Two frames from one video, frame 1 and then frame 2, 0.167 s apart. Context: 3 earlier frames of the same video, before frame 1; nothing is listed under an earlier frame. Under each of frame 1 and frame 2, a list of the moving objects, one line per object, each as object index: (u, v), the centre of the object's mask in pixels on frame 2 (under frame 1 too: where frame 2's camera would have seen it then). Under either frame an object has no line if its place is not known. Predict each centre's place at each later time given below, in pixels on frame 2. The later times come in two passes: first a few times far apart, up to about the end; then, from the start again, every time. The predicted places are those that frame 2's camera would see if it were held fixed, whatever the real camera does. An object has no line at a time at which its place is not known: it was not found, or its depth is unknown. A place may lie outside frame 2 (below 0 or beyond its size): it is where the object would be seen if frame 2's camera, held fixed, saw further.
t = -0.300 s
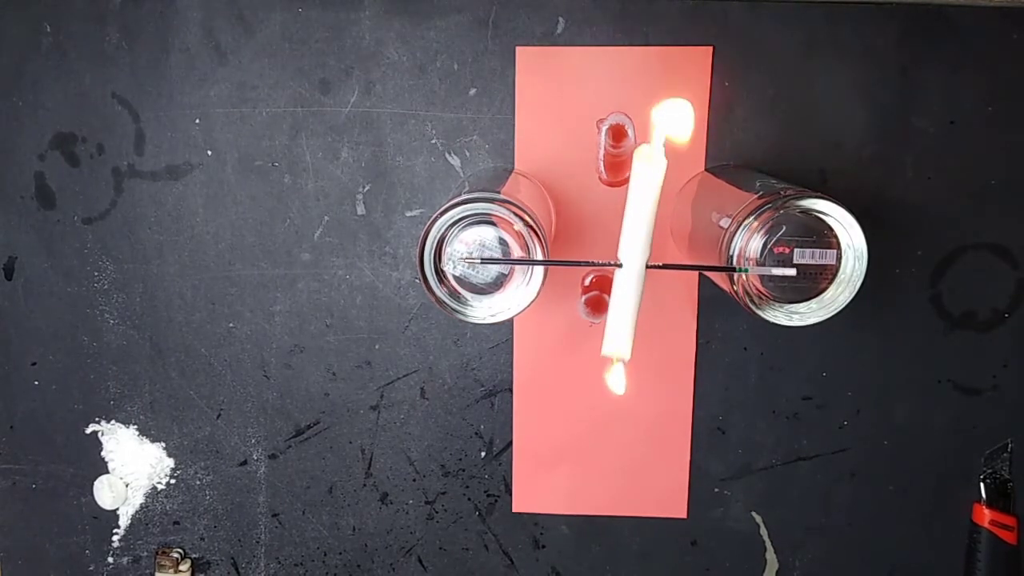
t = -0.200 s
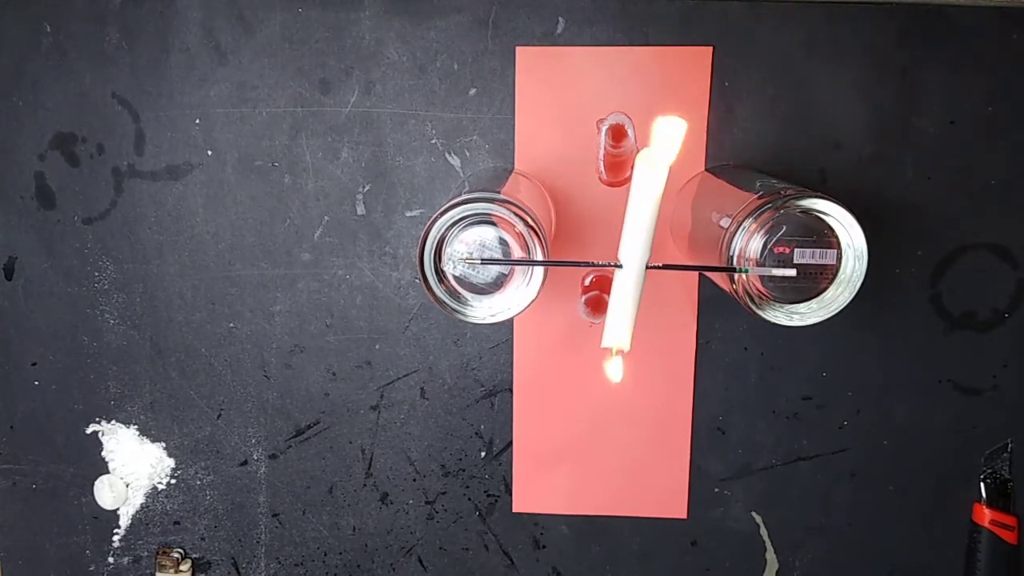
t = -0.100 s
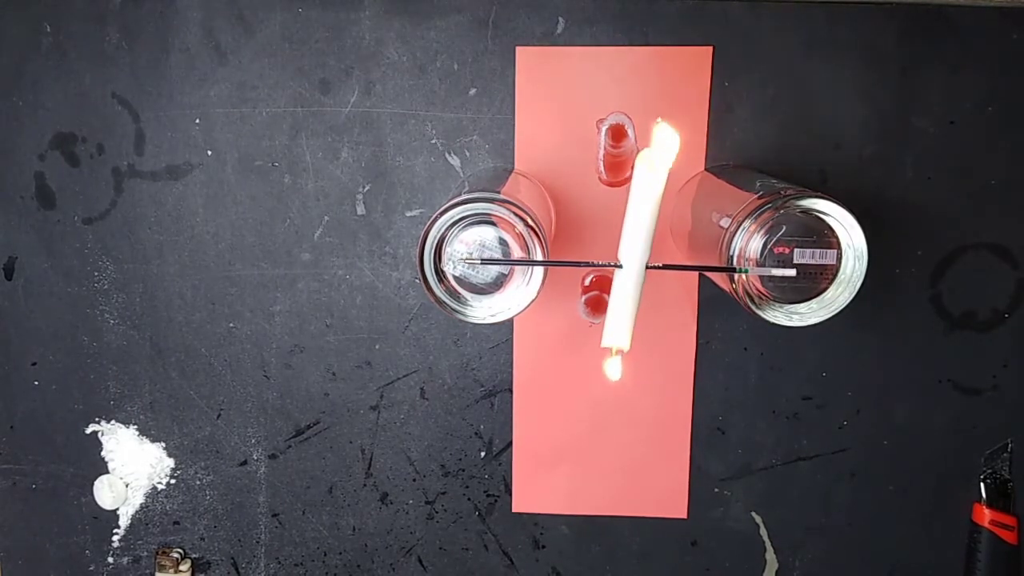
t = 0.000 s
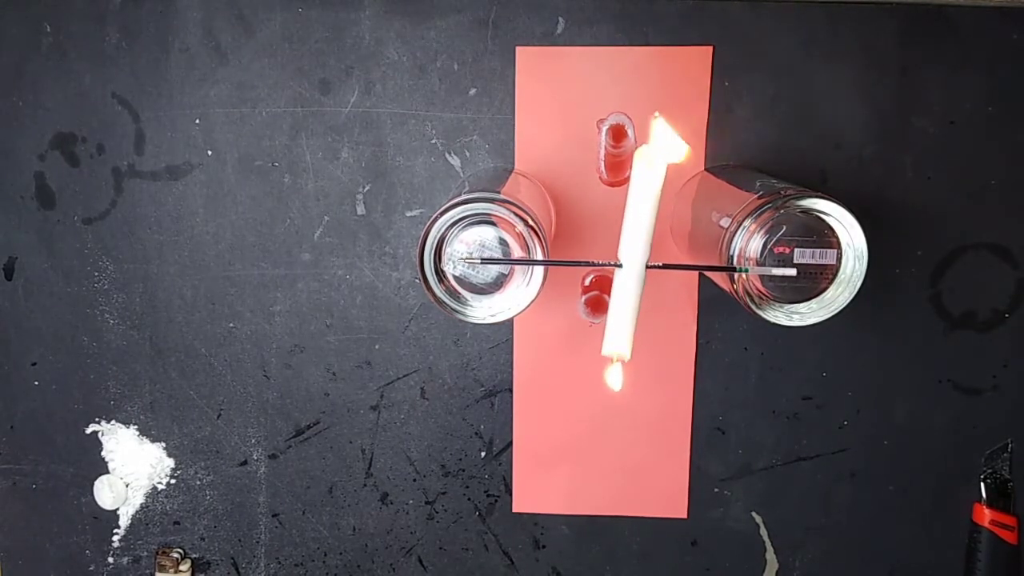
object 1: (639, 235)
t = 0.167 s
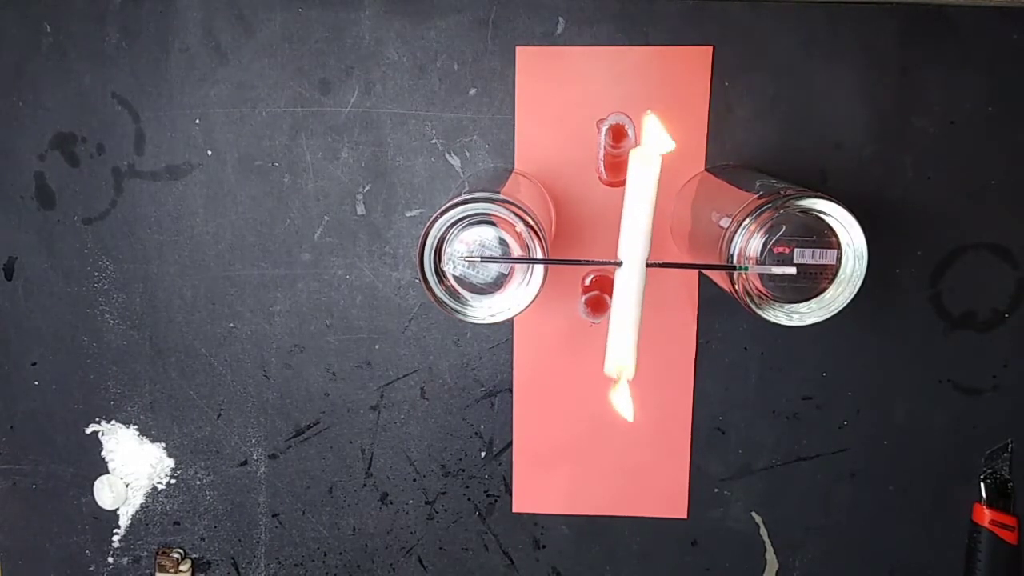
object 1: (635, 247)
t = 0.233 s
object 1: (633, 254)
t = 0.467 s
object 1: (631, 268)
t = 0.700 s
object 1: (634, 250)
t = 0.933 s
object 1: (645, 222)
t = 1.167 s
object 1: (640, 232)
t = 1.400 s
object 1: (634, 251)
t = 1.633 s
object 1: (631, 269)
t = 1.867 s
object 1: (632, 254)
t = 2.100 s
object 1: (639, 229)
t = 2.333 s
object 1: (637, 239)
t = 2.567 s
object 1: (633, 252)
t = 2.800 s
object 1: (631, 267)
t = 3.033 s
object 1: (633, 254)
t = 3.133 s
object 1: (636, 241)
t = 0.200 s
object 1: (634, 251)
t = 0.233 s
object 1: (633, 254)
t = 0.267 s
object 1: (633, 258)
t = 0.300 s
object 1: (632, 261)
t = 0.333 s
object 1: (632, 263)
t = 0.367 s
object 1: (632, 265)
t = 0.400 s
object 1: (631, 267)
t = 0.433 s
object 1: (631, 268)
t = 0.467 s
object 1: (631, 268)
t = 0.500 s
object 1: (631, 267)
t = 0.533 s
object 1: (631, 266)
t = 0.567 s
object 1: (632, 265)
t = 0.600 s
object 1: (632, 263)
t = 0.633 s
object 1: (632, 259)
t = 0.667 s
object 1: (633, 254)
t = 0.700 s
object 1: (634, 250)
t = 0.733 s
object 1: (635, 245)
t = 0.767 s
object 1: (636, 240)
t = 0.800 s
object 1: (638, 235)
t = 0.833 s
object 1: (640, 231)
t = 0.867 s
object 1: (642, 227)
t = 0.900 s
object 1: (645, 222)
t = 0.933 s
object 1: (645, 222)
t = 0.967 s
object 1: (641, 228)
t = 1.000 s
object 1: (643, 225)
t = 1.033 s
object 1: (647, 220)
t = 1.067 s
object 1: (644, 226)
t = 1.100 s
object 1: (639, 234)
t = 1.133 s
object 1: (640, 232)
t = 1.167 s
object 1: (640, 232)
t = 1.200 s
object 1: (639, 234)
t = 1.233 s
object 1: (639, 235)
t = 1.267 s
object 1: (637, 238)
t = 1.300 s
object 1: (636, 241)
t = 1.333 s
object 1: (635, 245)
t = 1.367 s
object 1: (634, 249)
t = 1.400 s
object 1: (634, 251)
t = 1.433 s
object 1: (633, 255)
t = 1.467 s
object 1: (632, 259)
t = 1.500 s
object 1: (632, 263)
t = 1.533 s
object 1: (631, 266)
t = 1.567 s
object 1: (631, 267)
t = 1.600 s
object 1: (631, 269)
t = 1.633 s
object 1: (631, 269)
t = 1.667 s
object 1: (631, 270)
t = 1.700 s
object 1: (631, 269)
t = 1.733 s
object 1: (631, 267)
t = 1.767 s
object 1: (631, 265)
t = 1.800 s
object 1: (631, 262)
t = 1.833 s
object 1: (632, 259)
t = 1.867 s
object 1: (632, 254)
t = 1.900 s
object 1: (633, 250)
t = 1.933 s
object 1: (633, 246)
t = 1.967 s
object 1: (634, 242)
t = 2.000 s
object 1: (635, 239)
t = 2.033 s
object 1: (636, 236)
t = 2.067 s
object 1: (637, 234)
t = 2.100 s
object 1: (639, 229)
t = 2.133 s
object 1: (643, 219)
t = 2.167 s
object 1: (647, 209)
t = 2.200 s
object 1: (638, 235)
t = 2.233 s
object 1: (637, 237)
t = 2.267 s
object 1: (637, 238)
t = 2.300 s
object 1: (637, 238)
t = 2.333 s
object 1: (637, 239)
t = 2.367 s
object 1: (636, 240)
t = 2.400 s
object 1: (636, 241)
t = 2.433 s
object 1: (635, 243)
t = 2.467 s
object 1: (635, 245)
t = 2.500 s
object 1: (634, 247)
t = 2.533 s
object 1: (634, 250)
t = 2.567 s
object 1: (633, 252)
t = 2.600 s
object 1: (633, 255)
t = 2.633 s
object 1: (632, 258)
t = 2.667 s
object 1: (632, 261)
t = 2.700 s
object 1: (632, 263)
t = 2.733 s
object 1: (632, 265)
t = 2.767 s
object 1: (631, 266)
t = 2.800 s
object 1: (631, 267)
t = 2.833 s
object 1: (631, 268)
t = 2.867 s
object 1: (631, 268)
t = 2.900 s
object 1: (631, 267)
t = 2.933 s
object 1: (632, 266)
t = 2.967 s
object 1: (632, 264)
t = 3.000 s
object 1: (632, 260)
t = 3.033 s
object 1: (633, 254)
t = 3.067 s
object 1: (634, 249)
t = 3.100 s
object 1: (635, 244)
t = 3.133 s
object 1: (636, 241)
